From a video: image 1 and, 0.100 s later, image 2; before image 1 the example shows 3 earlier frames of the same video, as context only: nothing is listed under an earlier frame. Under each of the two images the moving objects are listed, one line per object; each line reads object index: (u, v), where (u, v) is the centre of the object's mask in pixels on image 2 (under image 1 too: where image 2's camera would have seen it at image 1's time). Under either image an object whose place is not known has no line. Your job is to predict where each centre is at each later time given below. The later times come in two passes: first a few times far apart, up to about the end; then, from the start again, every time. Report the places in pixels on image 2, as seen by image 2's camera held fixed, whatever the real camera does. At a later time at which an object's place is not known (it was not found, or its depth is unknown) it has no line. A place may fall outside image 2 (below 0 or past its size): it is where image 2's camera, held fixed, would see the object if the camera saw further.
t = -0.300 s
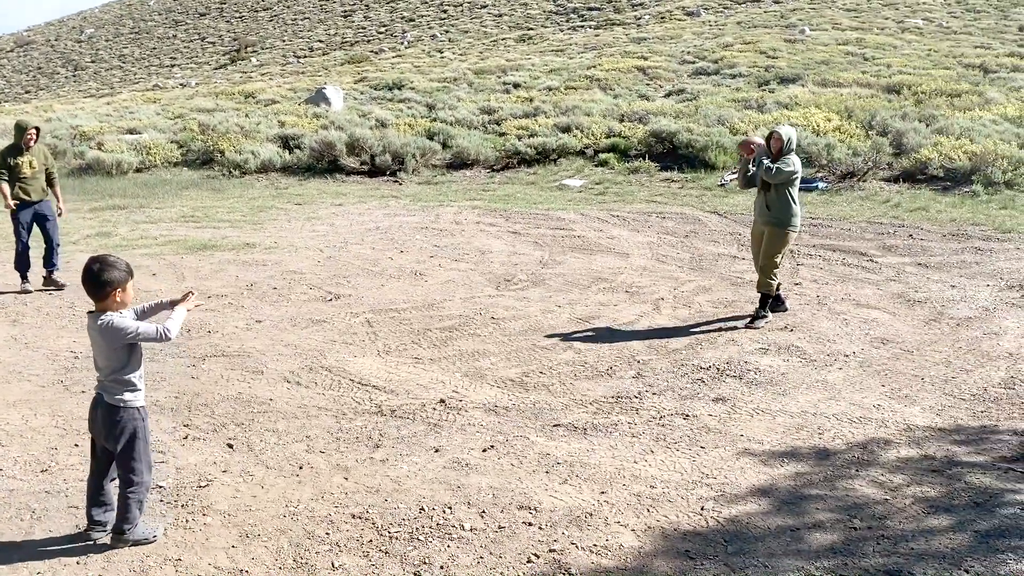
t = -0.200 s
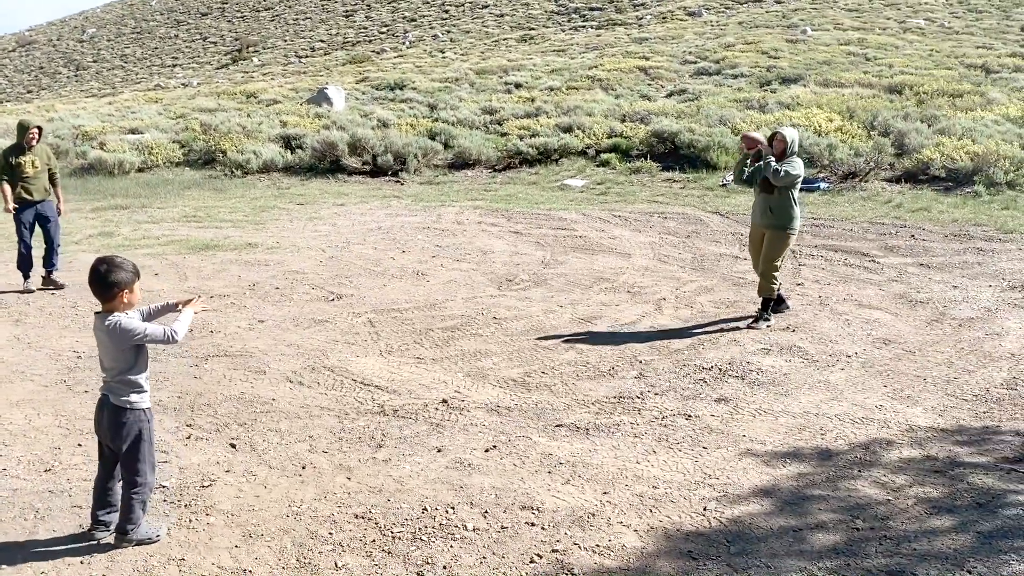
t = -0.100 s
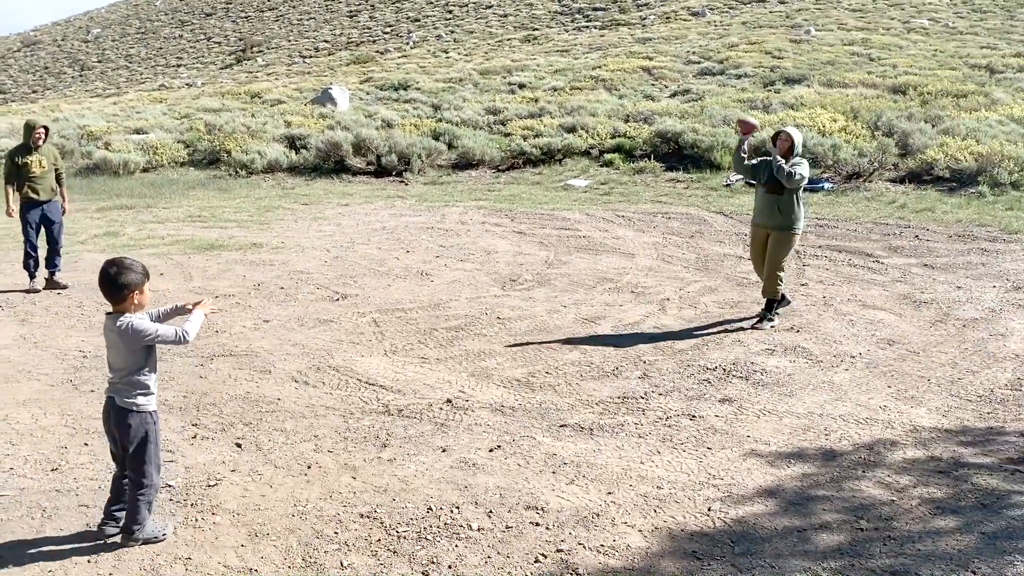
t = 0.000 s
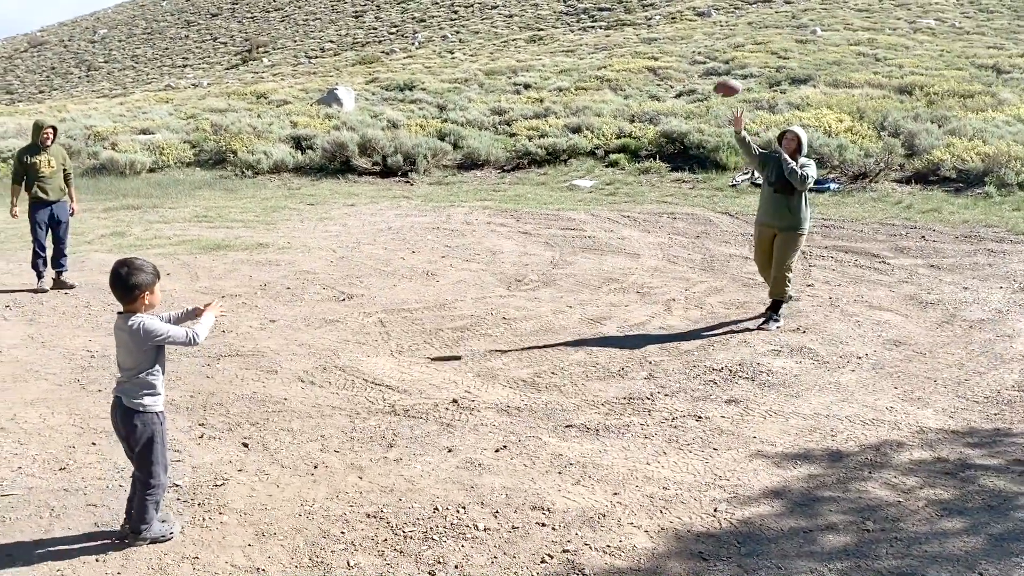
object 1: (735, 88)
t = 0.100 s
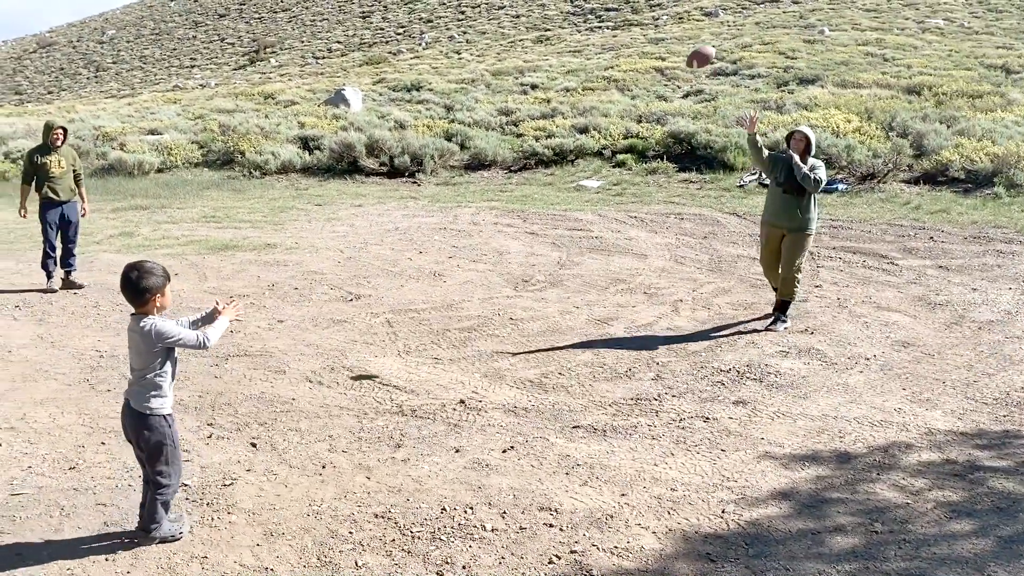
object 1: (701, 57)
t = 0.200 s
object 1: (660, 37)
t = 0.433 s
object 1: (533, 50)
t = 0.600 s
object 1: (409, 128)
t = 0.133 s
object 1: (688, 49)
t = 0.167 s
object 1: (674, 43)
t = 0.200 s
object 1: (660, 37)
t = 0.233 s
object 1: (644, 34)
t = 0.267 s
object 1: (628, 32)
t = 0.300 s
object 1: (611, 33)
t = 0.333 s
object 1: (593, 33)
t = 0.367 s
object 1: (574, 36)
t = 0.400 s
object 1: (554, 43)
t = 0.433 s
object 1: (533, 50)
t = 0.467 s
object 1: (511, 61)
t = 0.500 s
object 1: (487, 73)
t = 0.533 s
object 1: (462, 88)
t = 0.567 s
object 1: (438, 106)
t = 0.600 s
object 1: (409, 128)
